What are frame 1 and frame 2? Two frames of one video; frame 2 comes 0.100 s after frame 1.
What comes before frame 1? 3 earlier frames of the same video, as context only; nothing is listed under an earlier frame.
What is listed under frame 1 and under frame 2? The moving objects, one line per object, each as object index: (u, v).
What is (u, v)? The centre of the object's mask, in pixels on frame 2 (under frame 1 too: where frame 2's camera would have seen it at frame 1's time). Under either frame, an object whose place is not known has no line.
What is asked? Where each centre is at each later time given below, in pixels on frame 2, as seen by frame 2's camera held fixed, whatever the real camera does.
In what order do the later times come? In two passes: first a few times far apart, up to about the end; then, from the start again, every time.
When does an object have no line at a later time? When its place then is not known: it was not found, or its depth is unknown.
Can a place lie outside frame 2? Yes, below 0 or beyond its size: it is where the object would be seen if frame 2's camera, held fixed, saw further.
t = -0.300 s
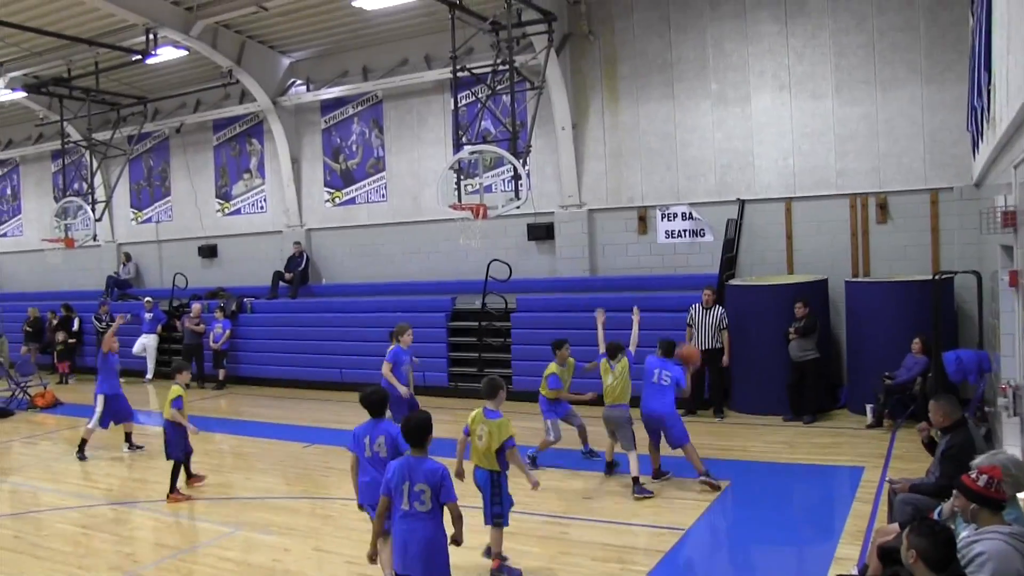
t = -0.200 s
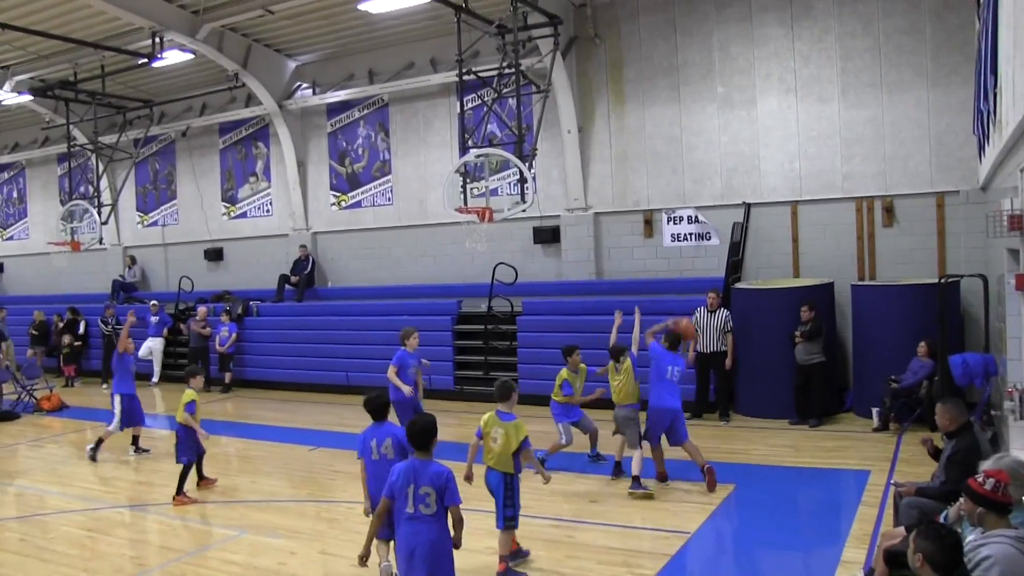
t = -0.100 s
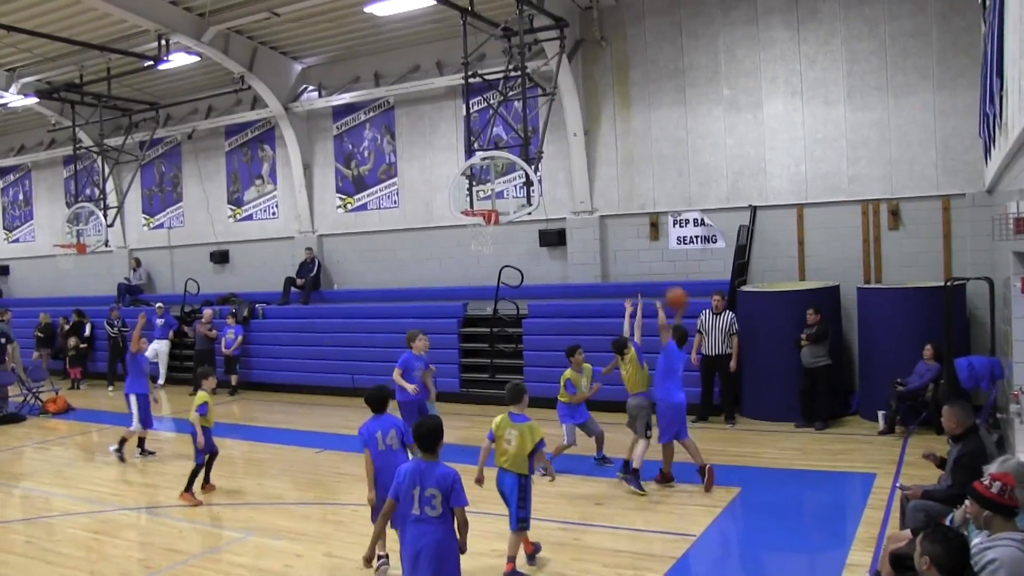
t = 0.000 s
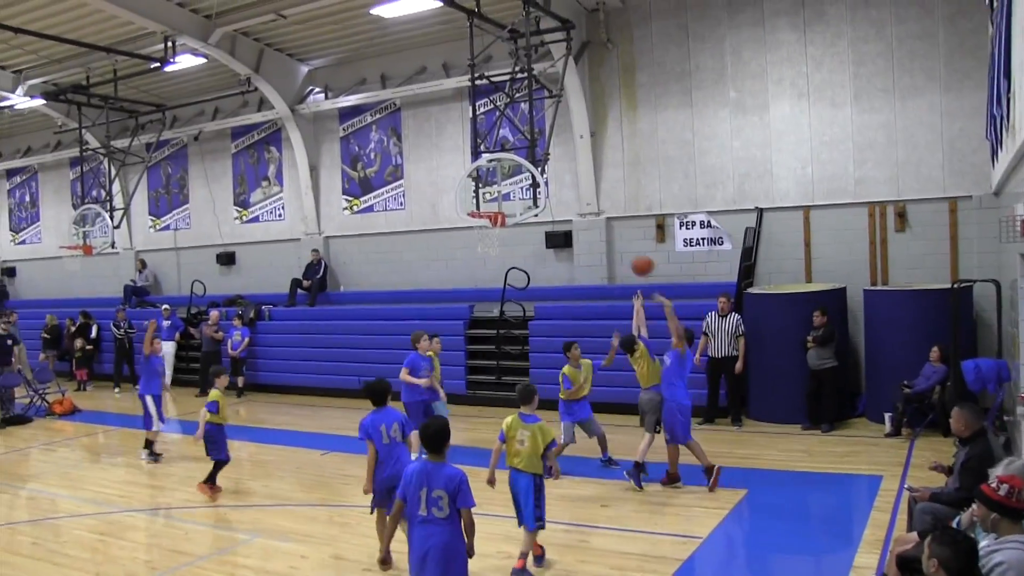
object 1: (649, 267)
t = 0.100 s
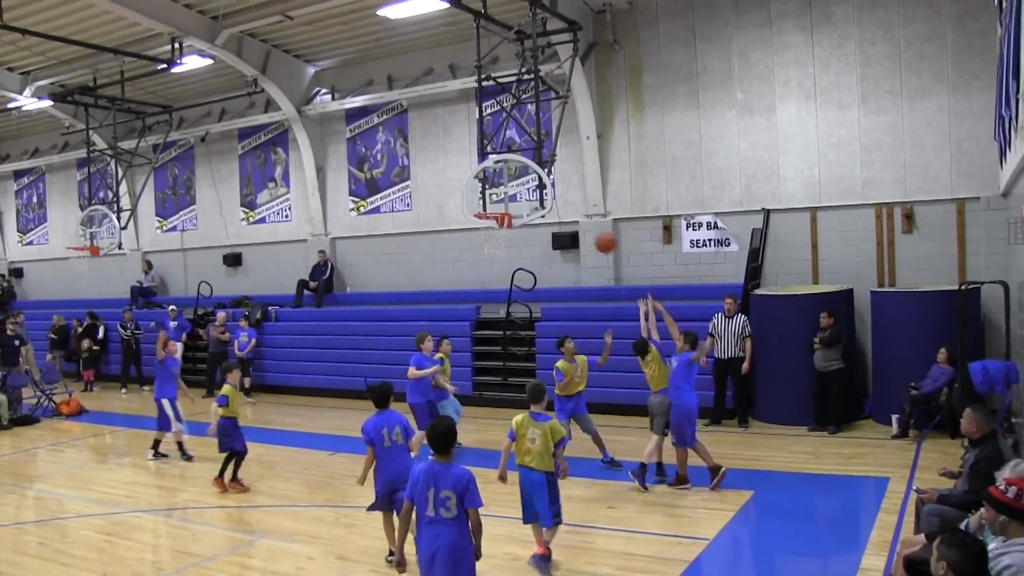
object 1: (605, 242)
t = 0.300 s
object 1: (525, 223)
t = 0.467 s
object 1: (466, 233)
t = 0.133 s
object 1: (592, 236)
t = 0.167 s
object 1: (578, 232)
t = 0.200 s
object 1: (565, 228)
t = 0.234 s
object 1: (552, 226)
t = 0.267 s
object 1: (538, 224)
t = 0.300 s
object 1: (525, 223)
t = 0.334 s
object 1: (513, 223)
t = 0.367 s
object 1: (502, 223)
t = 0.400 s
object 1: (489, 227)
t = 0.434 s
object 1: (477, 229)
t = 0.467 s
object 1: (466, 233)
